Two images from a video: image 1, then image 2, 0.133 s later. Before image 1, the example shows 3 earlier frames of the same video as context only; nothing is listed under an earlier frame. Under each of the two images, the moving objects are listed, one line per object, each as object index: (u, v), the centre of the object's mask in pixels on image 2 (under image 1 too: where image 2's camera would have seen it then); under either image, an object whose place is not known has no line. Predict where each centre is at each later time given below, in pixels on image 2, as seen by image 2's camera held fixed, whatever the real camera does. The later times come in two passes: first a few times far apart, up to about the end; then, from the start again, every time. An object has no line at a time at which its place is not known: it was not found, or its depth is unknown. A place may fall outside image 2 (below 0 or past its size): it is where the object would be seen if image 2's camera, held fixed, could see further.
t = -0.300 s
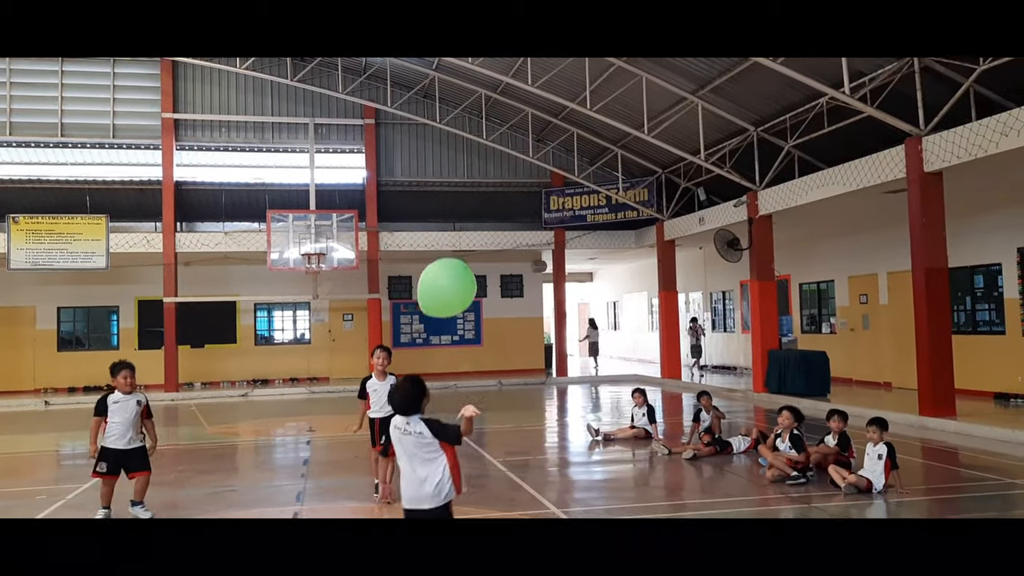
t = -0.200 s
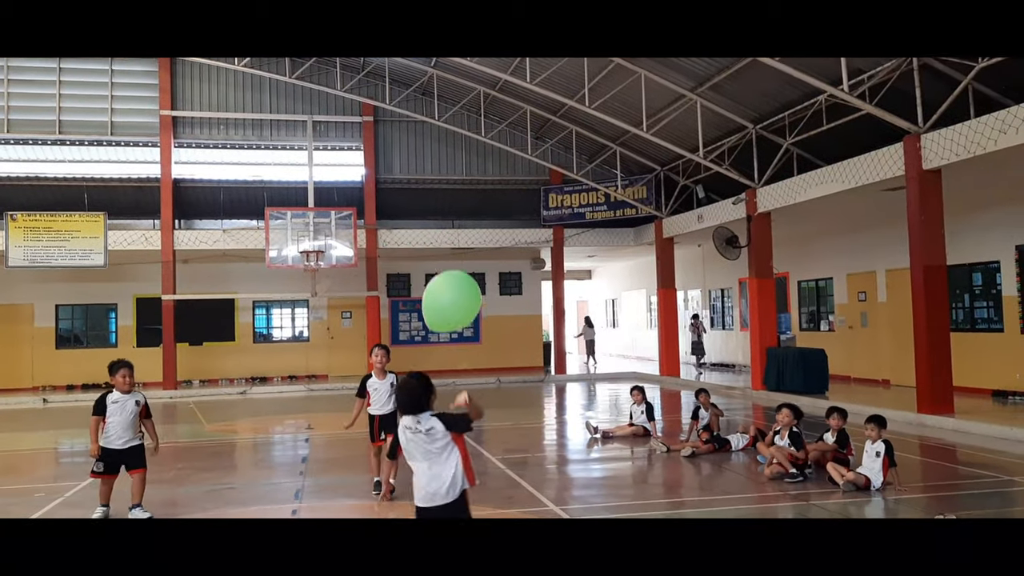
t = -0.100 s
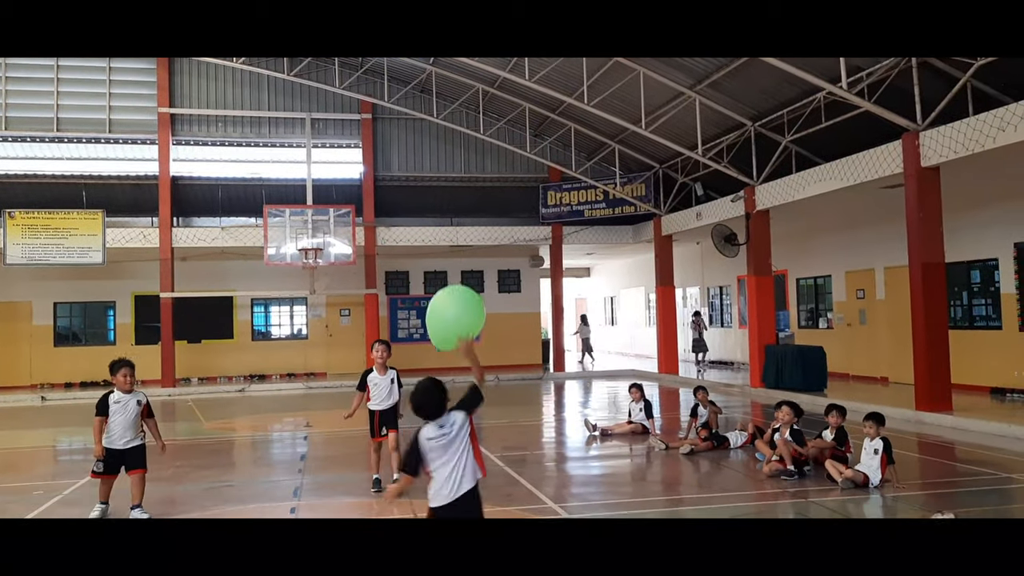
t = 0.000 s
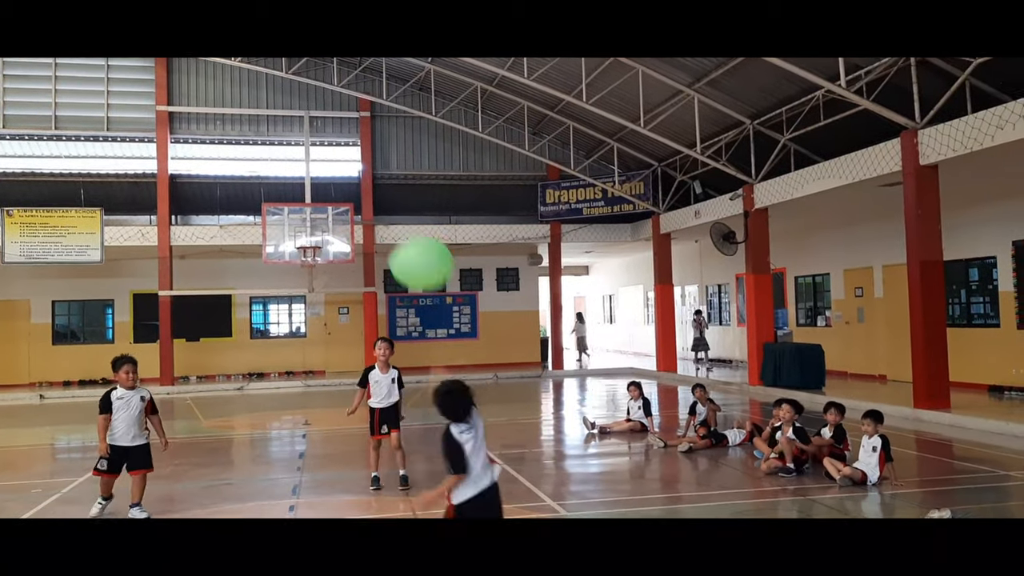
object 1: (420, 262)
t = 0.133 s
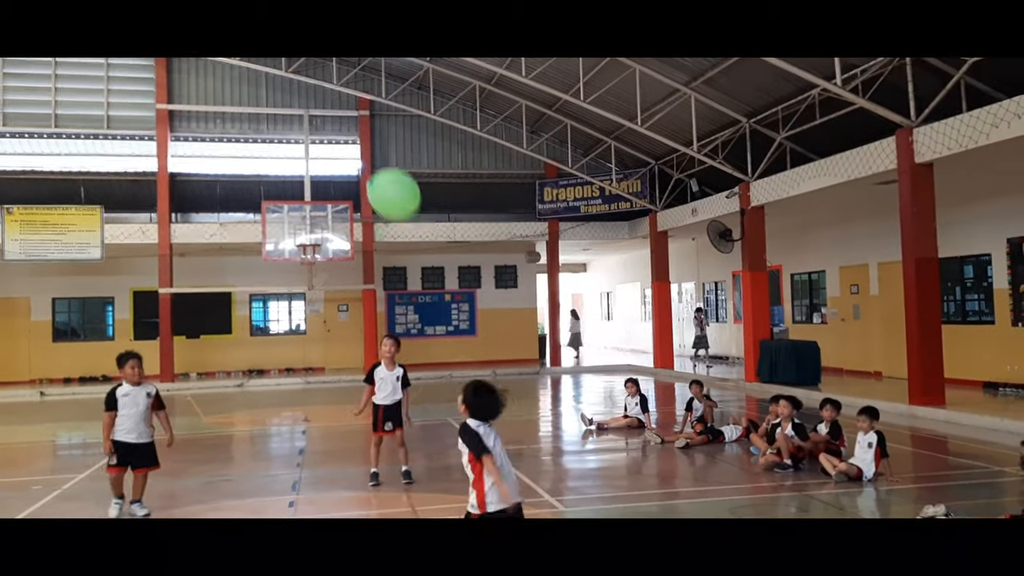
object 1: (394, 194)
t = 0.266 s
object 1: (384, 149)
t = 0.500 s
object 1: (379, 119)
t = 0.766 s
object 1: (381, 130)
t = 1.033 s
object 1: (379, 149)
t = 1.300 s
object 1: (379, 176)
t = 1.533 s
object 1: (382, 205)
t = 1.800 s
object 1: (388, 241)
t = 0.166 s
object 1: (390, 181)
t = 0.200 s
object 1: (388, 169)
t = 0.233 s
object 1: (386, 158)
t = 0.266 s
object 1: (384, 149)
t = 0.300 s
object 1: (383, 142)
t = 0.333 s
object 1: (382, 135)
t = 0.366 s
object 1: (381, 130)
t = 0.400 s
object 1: (380, 126)
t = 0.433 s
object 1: (379, 123)
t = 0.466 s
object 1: (379, 121)
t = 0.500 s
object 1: (379, 119)
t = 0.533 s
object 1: (379, 119)
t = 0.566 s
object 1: (380, 120)
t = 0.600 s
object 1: (380, 121)
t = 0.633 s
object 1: (380, 122)
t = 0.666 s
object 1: (381, 123)
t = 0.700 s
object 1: (381, 126)
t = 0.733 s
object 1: (381, 128)
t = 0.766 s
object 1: (381, 130)
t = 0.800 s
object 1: (381, 132)
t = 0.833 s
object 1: (381, 134)
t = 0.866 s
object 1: (381, 136)
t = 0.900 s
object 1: (380, 138)
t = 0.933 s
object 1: (380, 141)
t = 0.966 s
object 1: (380, 143)
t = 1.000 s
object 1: (379, 146)
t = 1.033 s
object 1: (379, 149)
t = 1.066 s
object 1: (379, 152)
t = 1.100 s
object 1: (379, 155)
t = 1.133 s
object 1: (379, 158)
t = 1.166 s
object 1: (379, 162)
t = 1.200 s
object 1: (379, 165)
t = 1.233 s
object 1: (379, 169)
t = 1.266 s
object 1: (379, 173)
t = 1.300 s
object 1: (379, 176)
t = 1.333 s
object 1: (379, 180)
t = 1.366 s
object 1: (380, 184)
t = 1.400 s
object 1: (380, 188)
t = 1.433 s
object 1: (381, 192)
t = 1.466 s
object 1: (381, 196)
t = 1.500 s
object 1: (382, 201)
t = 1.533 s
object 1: (382, 205)
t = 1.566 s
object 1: (383, 209)
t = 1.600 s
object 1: (383, 213)
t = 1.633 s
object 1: (384, 218)
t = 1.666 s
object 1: (385, 222)
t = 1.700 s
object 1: (385, 227)
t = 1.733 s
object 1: (386, 231)
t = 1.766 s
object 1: (387, 236)
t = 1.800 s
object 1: (388, 241)
